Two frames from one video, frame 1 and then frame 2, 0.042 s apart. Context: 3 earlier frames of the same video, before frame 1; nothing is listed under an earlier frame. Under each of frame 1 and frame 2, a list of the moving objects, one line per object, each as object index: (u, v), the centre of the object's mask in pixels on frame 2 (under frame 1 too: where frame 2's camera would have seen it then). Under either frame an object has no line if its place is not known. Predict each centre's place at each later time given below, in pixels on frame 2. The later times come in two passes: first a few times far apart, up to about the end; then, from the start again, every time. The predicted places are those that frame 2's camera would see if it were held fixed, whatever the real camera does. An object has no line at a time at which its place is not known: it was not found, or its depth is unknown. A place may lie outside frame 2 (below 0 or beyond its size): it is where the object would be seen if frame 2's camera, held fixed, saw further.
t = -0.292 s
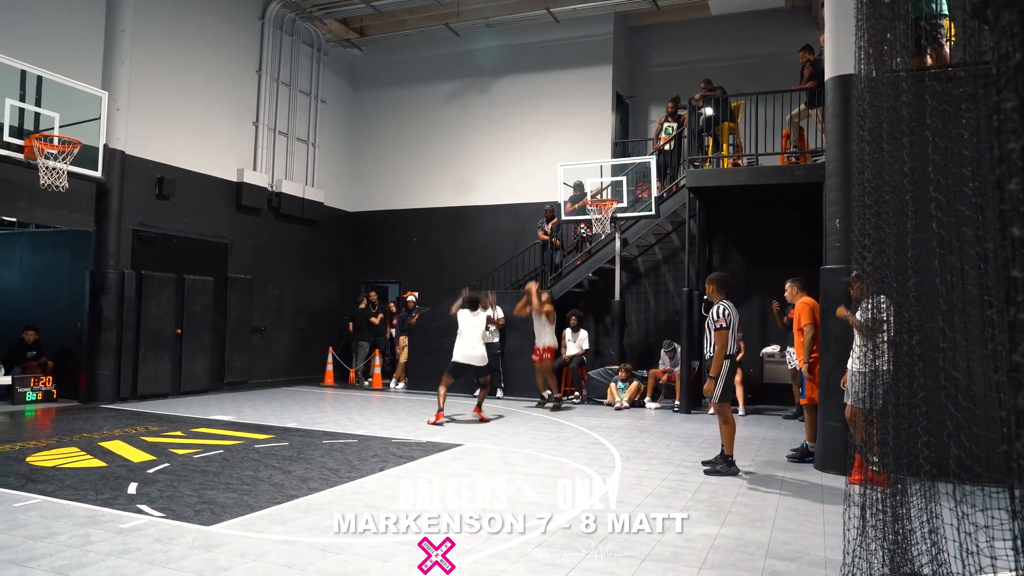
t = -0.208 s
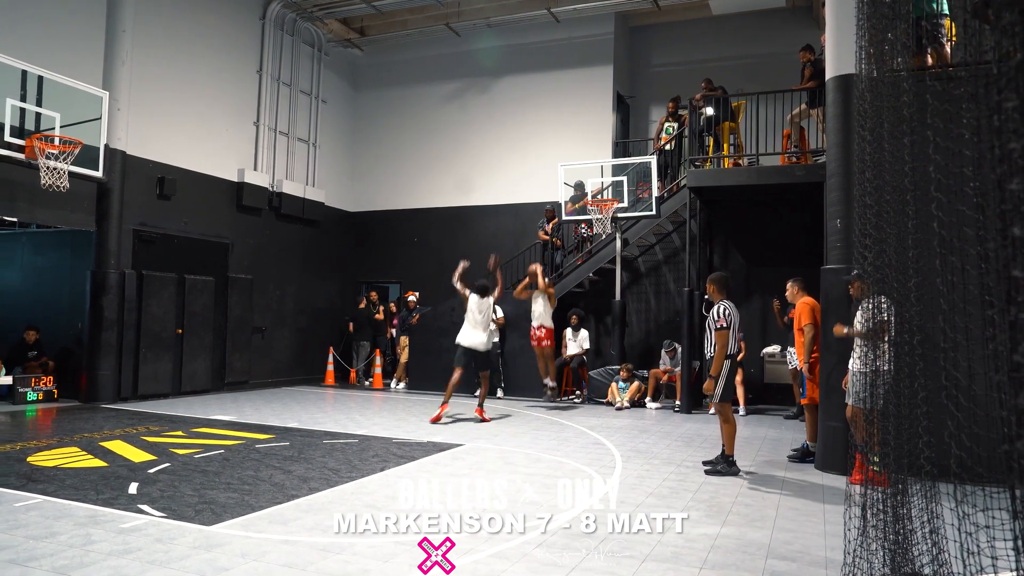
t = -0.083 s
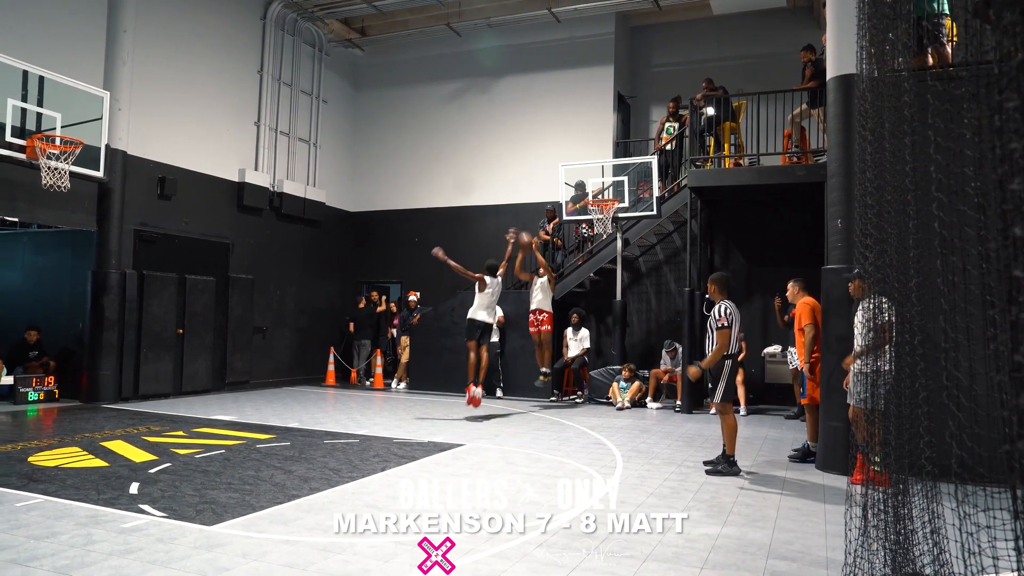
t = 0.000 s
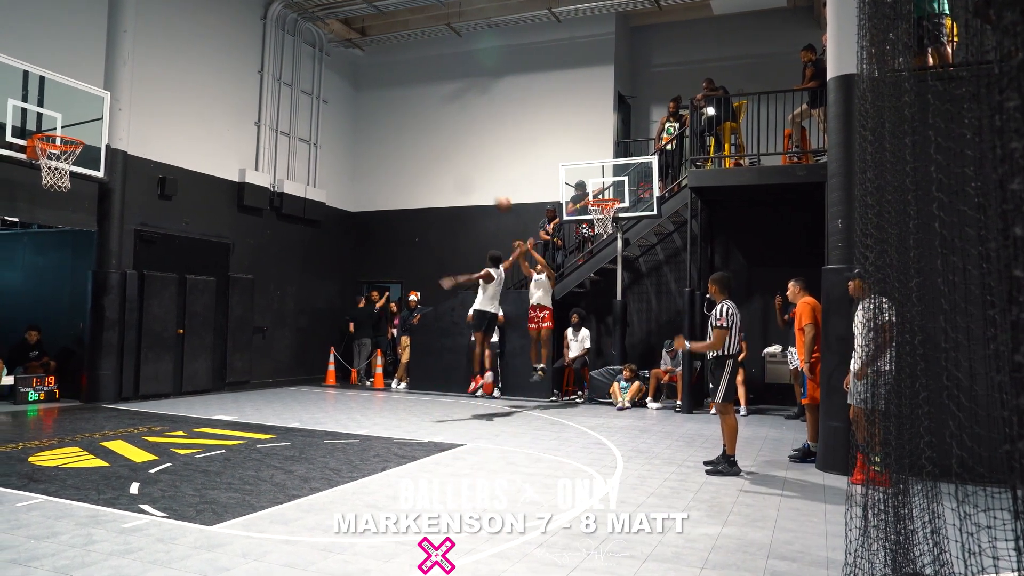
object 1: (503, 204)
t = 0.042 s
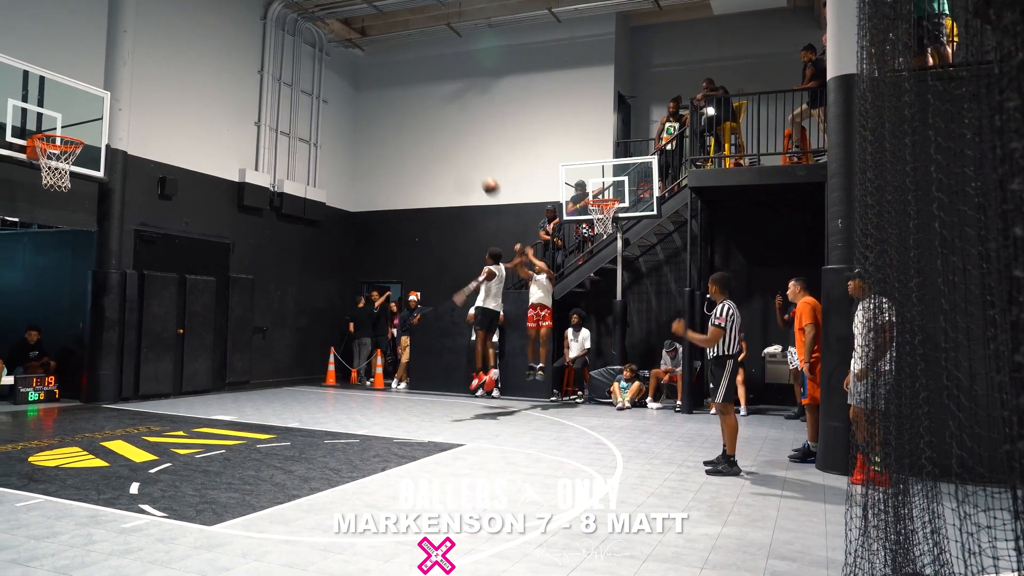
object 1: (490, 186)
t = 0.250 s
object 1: (425, 111)
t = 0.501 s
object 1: (341, 54)
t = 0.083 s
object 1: (477, 169)
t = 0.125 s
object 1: (465, 153)
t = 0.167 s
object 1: (452, 138)
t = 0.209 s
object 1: (439, 124)
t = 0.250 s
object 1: (425, 111)
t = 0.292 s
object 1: (412, 98)
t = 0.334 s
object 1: (398, 87)
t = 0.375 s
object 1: (384, 77)
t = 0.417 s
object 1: (369, 68)
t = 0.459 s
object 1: (355, 60)
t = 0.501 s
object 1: (341, 54)
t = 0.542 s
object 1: (325, 48)
